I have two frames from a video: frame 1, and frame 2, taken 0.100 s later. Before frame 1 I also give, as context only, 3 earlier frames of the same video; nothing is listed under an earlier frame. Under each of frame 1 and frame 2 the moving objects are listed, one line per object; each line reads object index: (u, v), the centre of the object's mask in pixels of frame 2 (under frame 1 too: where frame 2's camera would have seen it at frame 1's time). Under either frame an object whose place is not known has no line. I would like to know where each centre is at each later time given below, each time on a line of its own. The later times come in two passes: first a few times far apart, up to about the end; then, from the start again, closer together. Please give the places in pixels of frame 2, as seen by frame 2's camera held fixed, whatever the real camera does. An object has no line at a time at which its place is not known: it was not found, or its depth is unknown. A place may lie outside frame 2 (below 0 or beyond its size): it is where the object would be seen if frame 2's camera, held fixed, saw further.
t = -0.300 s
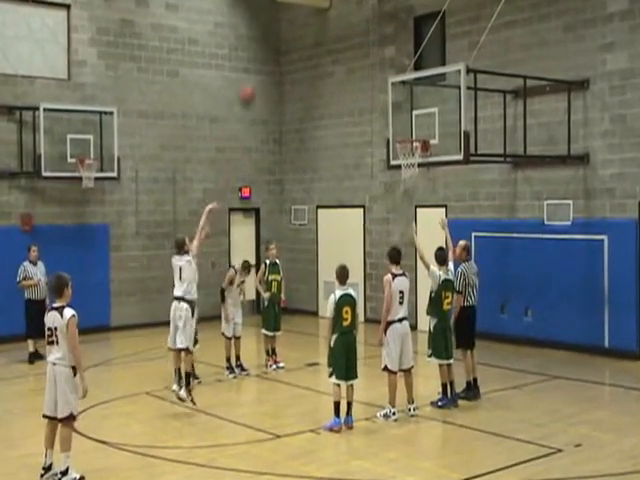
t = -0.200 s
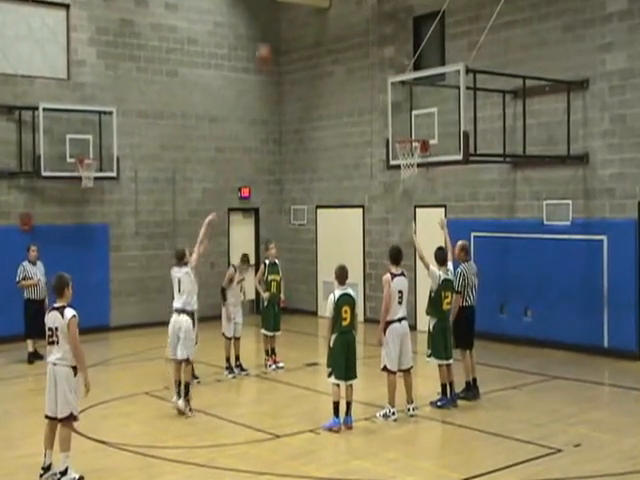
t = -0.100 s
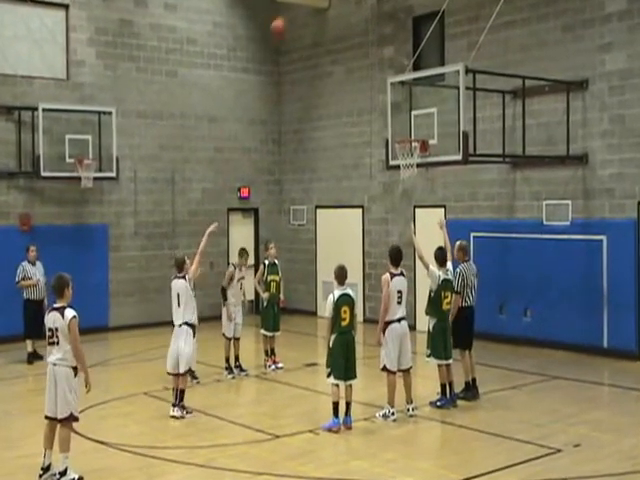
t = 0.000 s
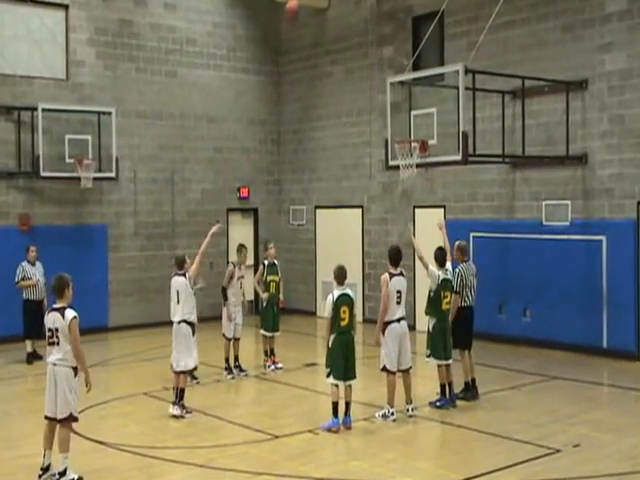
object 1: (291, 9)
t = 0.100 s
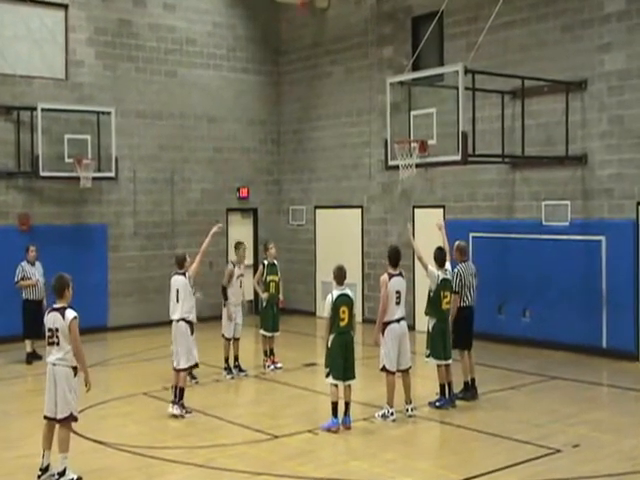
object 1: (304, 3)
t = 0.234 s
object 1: (328, 4)
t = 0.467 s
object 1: (357, 33)
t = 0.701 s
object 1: (387, 105)
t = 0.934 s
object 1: (415, 123)
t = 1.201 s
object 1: (409, 128)
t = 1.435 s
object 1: (401, 130)
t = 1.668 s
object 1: (394, 169)
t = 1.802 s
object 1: (392, 213)
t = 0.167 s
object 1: (316, 4)
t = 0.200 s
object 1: (323, 4)
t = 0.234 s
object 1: (328, 4)
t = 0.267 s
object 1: (330, 5)
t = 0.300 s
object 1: (335, 6)
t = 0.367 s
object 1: (345, 13)
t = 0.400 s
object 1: (349, 18)
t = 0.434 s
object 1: (353, 24)
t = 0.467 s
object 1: (357, 33)
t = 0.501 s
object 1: (363, 42)
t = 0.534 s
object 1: (365, 49)
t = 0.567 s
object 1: (370, 60)
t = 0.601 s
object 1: (376, 70)
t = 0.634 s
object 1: (379, 82)
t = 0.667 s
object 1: (382, 94)
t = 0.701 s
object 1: (387, 105)
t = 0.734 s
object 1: (392, 119)
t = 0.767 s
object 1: (395, 134)
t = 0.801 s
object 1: (399, 131)
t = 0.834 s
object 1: (402, 127)
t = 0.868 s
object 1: (408, 125)
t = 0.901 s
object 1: (411, 123)
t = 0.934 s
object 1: (415, 123)
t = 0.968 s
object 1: (419, 123)
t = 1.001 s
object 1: (418, 122)
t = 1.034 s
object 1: (417, 121)
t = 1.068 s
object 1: (415, 122)
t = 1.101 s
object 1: (413, 122)
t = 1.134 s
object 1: (412, 123)
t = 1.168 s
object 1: (410, 126)
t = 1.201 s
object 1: (409, 128)
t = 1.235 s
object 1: (407, 130)
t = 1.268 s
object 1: (406, 130)
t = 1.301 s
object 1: (404, 127)
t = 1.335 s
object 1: (403, 128)
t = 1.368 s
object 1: (402, 127)
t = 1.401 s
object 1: (401, 128)
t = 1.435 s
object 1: (401, 130)
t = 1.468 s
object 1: (400, 132)
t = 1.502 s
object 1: (399, 137)
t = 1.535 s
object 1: (398, 141)
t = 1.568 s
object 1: (397, 146)
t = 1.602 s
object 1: (396, 152)
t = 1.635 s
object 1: (394, 161)
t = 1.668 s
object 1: (394, 169)
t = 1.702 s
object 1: (393, 179)
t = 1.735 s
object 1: (393, 189)
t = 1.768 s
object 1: (392, 201)
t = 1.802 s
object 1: (392, 213)
